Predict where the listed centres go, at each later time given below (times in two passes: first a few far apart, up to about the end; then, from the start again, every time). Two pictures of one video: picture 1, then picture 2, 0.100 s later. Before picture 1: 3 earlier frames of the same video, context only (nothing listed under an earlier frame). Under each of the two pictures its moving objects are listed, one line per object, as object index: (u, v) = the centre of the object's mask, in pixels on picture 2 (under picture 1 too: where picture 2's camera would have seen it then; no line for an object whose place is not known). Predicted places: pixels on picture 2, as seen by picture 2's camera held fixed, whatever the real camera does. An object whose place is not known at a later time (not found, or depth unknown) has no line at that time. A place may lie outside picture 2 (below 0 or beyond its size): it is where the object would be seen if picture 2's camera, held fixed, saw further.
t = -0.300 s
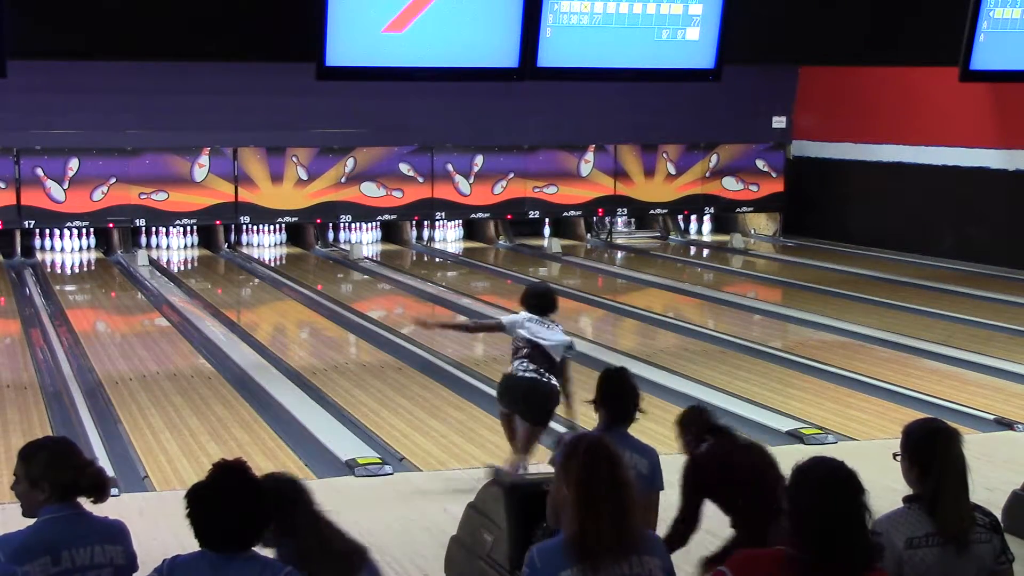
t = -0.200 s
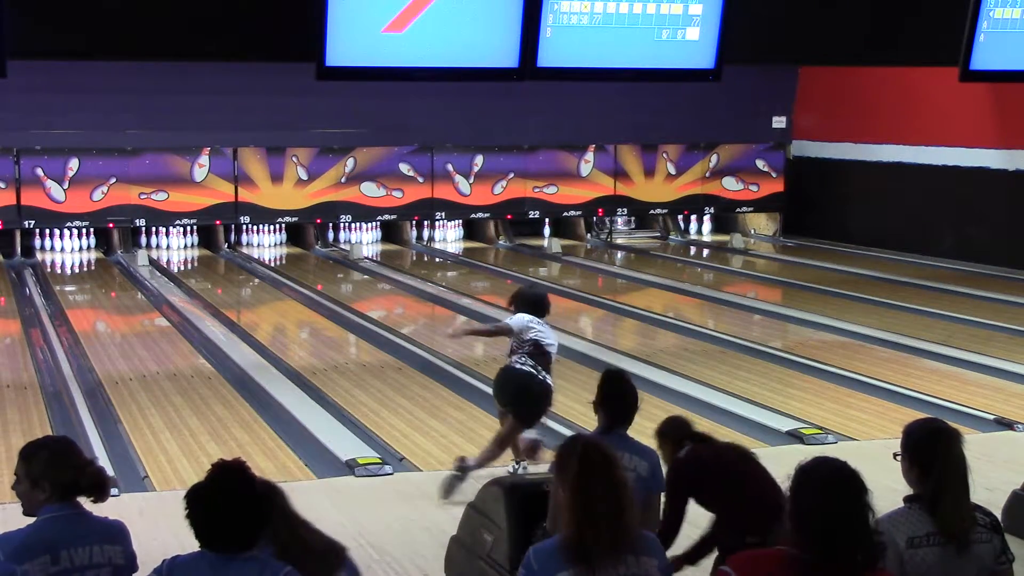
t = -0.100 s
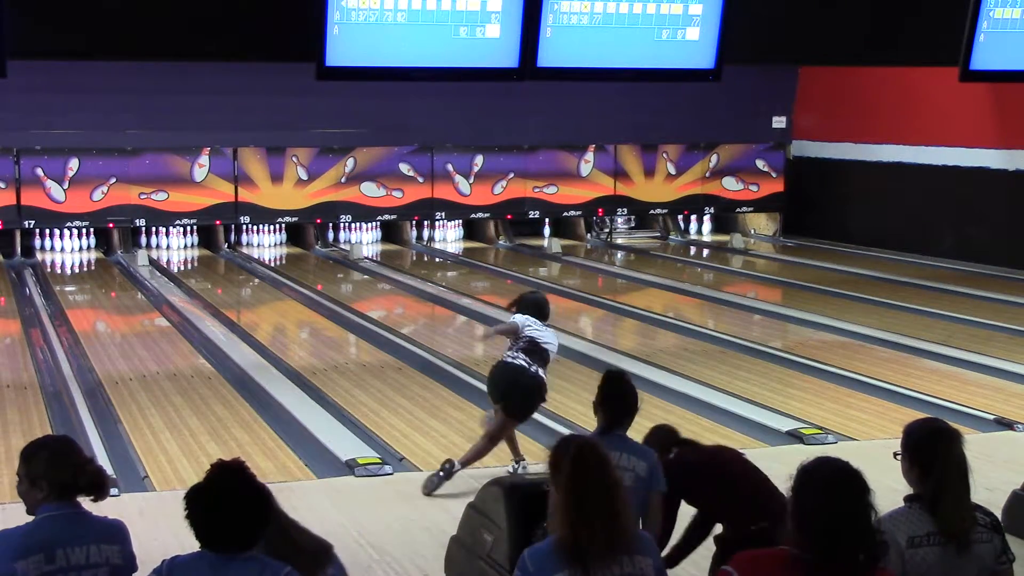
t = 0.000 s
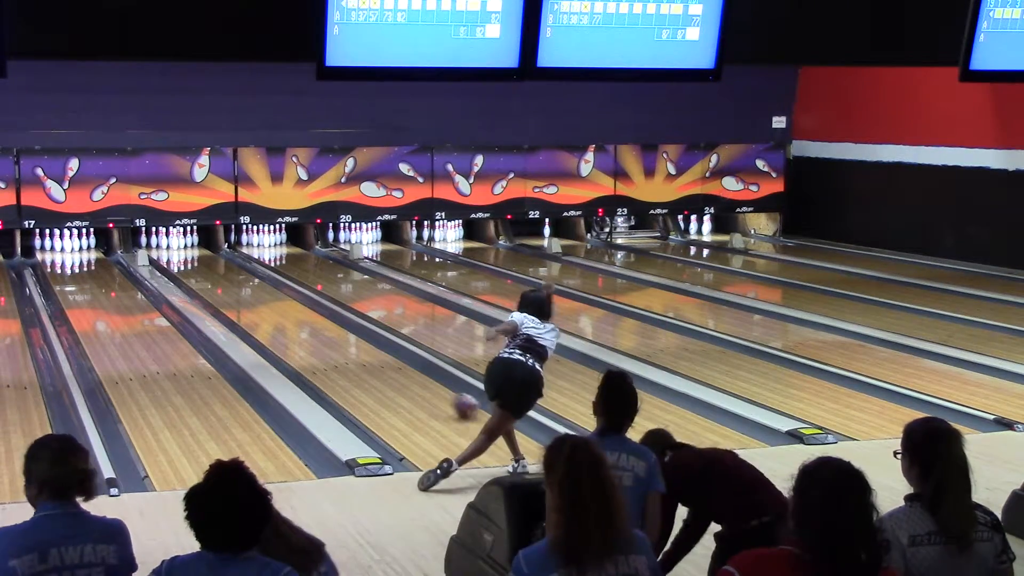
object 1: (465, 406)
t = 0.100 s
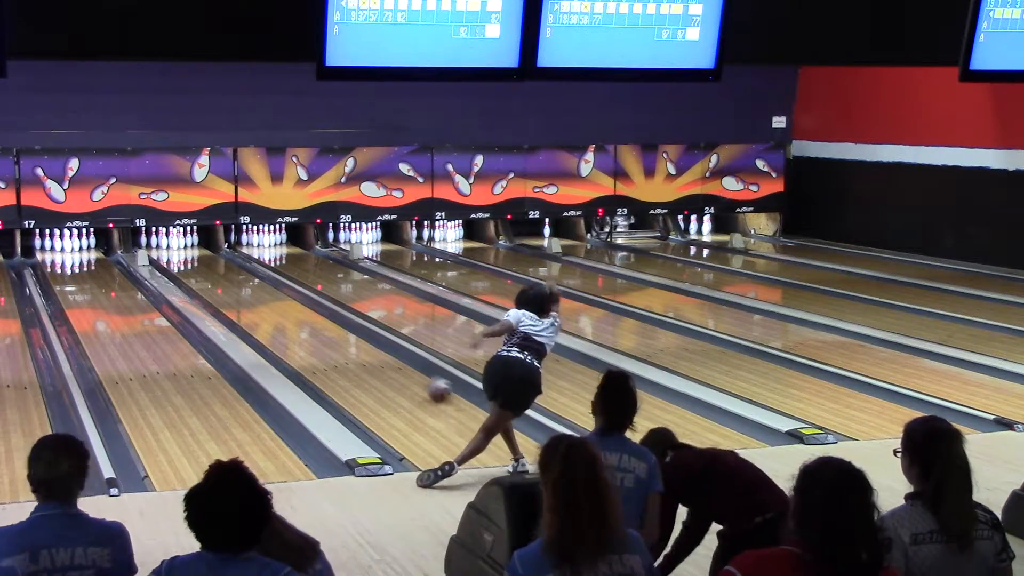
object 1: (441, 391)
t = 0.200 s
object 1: (416, 375)
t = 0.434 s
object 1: (367, 347)
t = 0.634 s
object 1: (334, 328)
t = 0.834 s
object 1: (306, 312)
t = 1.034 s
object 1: (282, 298)
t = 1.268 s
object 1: (258, 283)
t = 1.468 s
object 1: (240, 272)
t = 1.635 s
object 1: (228, 266)
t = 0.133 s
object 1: (431, 386)
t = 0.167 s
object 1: (425, 382)
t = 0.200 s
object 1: (416, 375)
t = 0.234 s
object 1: (407, 371)
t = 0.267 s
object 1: (402, 367)
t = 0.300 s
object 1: (394, 362)
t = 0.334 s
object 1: (388, 359)
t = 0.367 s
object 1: (381, 355)
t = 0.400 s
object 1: (374, 350)
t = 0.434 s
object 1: (367, 347)
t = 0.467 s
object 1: (363, 344)
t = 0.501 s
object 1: (356, 339)
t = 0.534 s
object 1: (350, 337)
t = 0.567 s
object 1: (345, 334)
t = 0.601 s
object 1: (340, 330)
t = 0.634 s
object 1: (334, 328)
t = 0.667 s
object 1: (330, 324)
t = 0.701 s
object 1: (324, 322)
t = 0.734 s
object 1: (320, 319)
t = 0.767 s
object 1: (316, 317)
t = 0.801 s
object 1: (310, 315)
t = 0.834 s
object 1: (306, 312)
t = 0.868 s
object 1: (302, 308)
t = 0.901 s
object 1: (298, 306)
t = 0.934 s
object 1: (294, 303)
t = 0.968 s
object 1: (289, 301)
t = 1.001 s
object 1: (286, 298)
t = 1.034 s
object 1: (282, 298)
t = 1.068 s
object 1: (279, 296)
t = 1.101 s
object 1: (275, 294)
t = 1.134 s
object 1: (271, 291)
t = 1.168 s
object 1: (268, 288)
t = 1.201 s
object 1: (264, 286)
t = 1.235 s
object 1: (261, 285)
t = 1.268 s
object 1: (258, 283)
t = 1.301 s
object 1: (254, 281)
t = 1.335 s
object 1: (252, 280)
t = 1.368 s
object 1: (248, 278)
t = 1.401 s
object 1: (244, 276)
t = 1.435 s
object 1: (242, 274)
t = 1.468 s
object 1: (240, 272)
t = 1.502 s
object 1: (236, 271)
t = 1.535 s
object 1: (233, 269)
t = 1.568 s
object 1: (230, 268)
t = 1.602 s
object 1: (228, 267)
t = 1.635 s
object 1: (228, 266)
